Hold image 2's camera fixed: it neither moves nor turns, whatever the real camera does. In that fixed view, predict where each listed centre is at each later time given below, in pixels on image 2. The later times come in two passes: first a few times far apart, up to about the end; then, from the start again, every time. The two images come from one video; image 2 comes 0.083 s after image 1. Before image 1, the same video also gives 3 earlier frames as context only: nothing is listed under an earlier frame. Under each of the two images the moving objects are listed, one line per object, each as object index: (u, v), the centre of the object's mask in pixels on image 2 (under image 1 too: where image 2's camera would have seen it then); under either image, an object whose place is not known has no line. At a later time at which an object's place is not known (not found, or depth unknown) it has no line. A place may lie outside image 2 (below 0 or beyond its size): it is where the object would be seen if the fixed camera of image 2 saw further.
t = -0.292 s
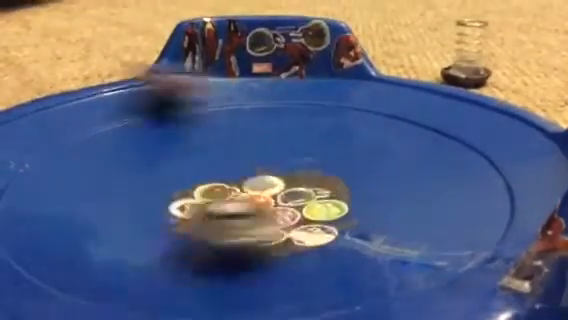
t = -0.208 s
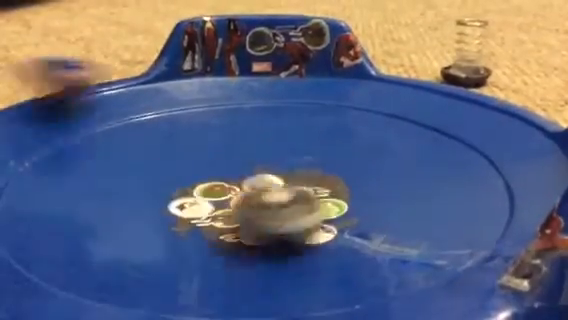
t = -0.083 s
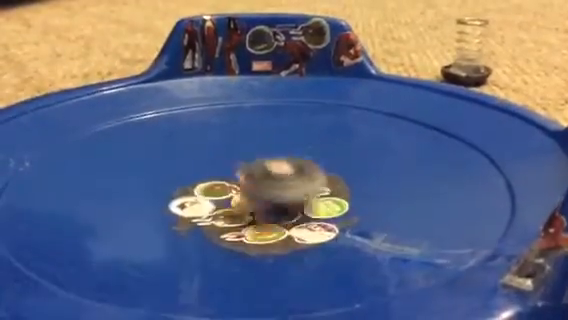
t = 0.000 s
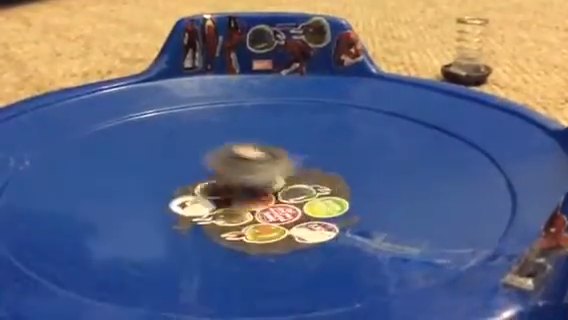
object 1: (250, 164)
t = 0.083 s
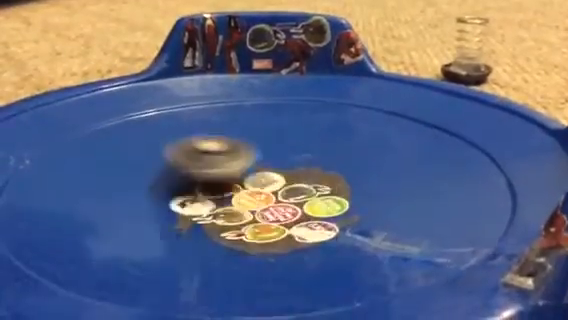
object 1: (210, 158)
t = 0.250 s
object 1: (145, 176)
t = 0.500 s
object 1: (260, 196)
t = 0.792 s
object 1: (219, 139)
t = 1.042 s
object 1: (162, 177)
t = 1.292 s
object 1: (304, 181)
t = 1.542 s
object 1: (277, 140)
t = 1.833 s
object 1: (209, 182)
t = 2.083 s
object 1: (343, 185)
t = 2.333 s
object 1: (332, 150)
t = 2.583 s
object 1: (223, 173)
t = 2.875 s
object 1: (306, 208)
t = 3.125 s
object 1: (319, 182)
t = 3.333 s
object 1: (233, 172)
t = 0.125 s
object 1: (190, 158)
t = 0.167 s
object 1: (168, 162)
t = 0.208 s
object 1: (154, 167)
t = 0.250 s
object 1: (145, 176)
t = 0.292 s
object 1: (143, 184)
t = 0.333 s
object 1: (153, 193)
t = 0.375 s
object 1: (172, 200)
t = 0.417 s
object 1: (201, 203)
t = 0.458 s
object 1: (236, 202)
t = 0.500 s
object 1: (260, 196)
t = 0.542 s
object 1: (277, 184)
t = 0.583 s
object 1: (281, 175)
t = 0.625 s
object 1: (280, 165)
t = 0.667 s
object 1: (271, 155)
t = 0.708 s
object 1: (258, 147)
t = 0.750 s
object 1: (239, 142)
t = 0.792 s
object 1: (219, 139)
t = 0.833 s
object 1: (200, 139)
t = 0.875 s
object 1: (181, 142)
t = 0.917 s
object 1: (165, 148)
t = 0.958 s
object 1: (155, 156)
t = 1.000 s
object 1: (155, 167)
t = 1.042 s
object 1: (162, 177)
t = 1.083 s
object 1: (176, 188)
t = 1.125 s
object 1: (200, 196)
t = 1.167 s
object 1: (233, 198)
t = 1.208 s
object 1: (265, 195)
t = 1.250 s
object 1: (291, 187)
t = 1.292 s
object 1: (304, 181)
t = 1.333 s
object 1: (315, 171)
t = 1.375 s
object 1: (318, 160)
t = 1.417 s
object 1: (313, 153)
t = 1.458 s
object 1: (304, 147)
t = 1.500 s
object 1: (292, 142)
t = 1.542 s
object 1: (277, 140)
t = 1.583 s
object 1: (260, 139)
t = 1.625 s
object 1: (244, 141)
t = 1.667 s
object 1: (228, 145)
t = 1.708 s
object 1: (212, 151)
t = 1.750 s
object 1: (204, 160)
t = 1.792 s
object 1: (203, 170)
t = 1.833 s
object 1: (209, 182)
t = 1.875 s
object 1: (222, 194)
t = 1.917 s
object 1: (246, 198)
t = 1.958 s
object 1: (274, 196)
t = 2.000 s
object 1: (304, 195)
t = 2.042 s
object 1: (326, 190)
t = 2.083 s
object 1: (343, 185)
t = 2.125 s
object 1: (354, 181)
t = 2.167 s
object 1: (363, 170)
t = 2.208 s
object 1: (363, 163)
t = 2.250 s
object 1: (357, 157)
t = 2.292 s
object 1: (347, 152)
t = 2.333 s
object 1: (332, 150)
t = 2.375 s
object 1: (314, 150)
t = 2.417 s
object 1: (295, 152)
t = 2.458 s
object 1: (276, 155)
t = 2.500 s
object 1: (255, 158)
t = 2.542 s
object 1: (237, 164)
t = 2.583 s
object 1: (223, 173)
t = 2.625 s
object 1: (215, 182)
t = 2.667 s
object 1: (212, 192)
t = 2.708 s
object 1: (223, 200)
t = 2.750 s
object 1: (244, 206)
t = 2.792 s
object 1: (263, 206)
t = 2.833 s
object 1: (285, 214)
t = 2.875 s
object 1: (306, 208)
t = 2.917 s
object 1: (319, 205)
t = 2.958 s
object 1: (322, 204)
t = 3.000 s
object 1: (323, 203)
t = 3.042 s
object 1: (324, 192)
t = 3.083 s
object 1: (325, 188)
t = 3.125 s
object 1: (319, 182)
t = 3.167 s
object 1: (309, 179)
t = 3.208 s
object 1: (293, 174)
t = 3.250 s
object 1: (273, 177)
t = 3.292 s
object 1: (255, 171)
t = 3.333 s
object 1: (233, 172)
